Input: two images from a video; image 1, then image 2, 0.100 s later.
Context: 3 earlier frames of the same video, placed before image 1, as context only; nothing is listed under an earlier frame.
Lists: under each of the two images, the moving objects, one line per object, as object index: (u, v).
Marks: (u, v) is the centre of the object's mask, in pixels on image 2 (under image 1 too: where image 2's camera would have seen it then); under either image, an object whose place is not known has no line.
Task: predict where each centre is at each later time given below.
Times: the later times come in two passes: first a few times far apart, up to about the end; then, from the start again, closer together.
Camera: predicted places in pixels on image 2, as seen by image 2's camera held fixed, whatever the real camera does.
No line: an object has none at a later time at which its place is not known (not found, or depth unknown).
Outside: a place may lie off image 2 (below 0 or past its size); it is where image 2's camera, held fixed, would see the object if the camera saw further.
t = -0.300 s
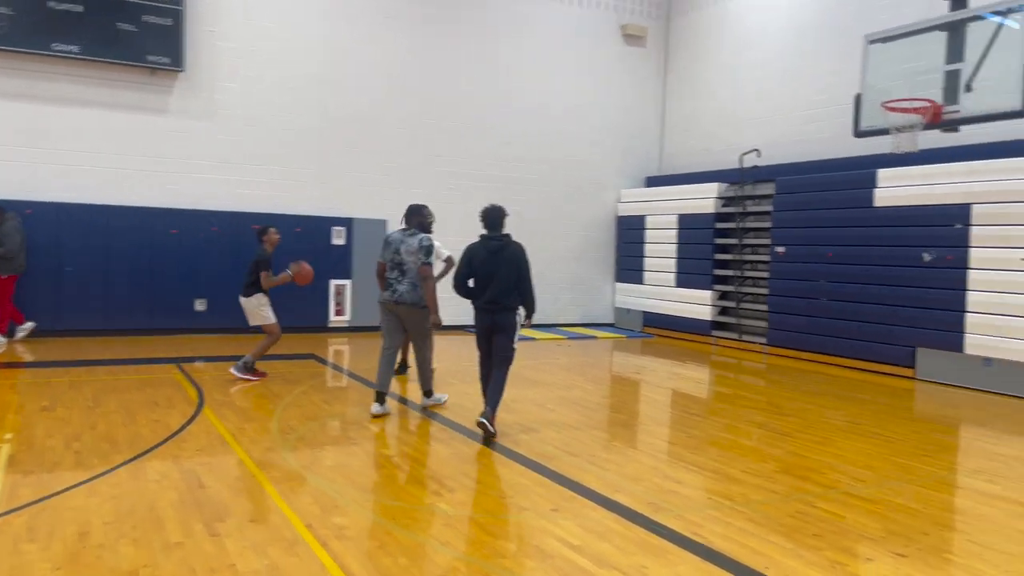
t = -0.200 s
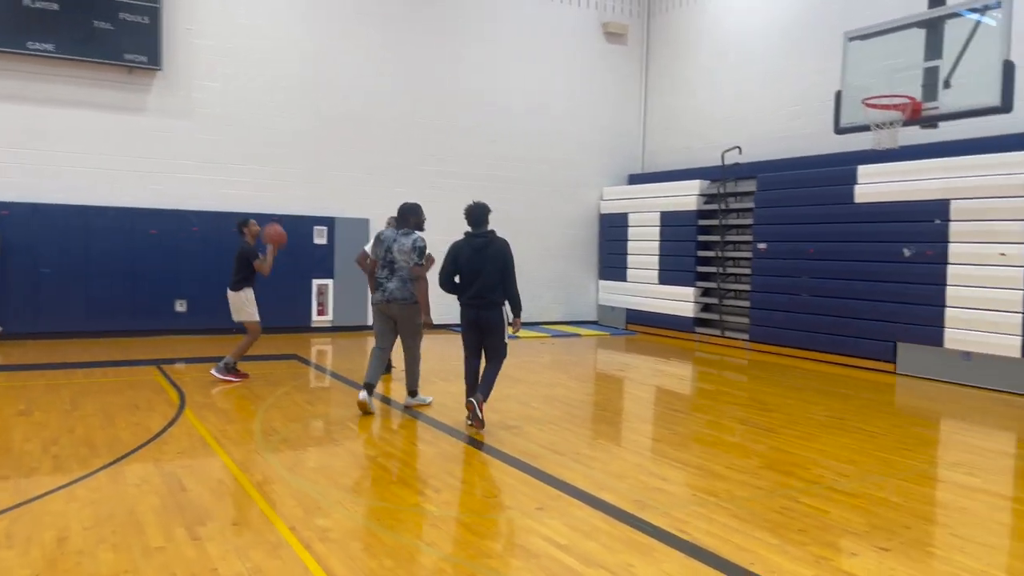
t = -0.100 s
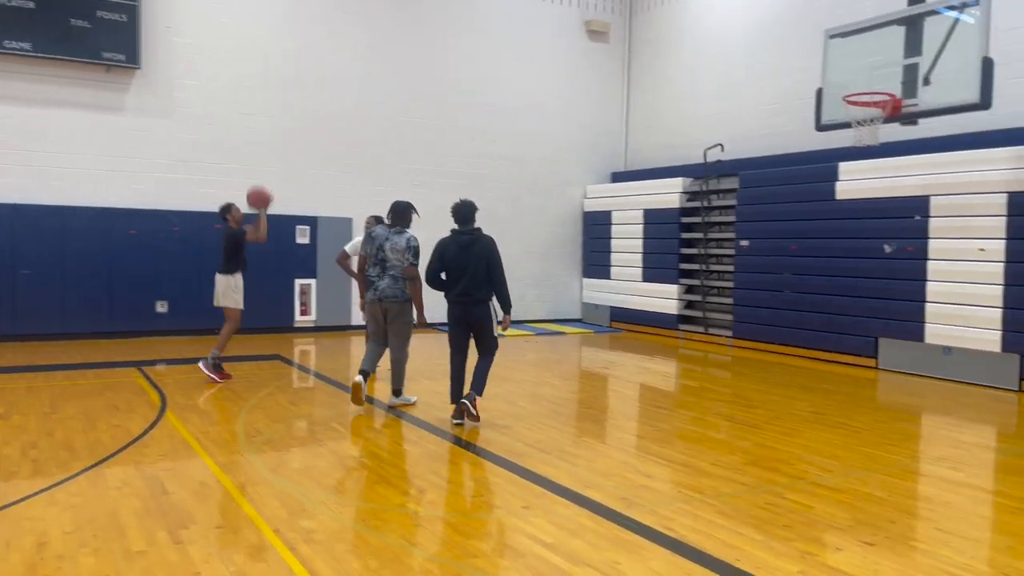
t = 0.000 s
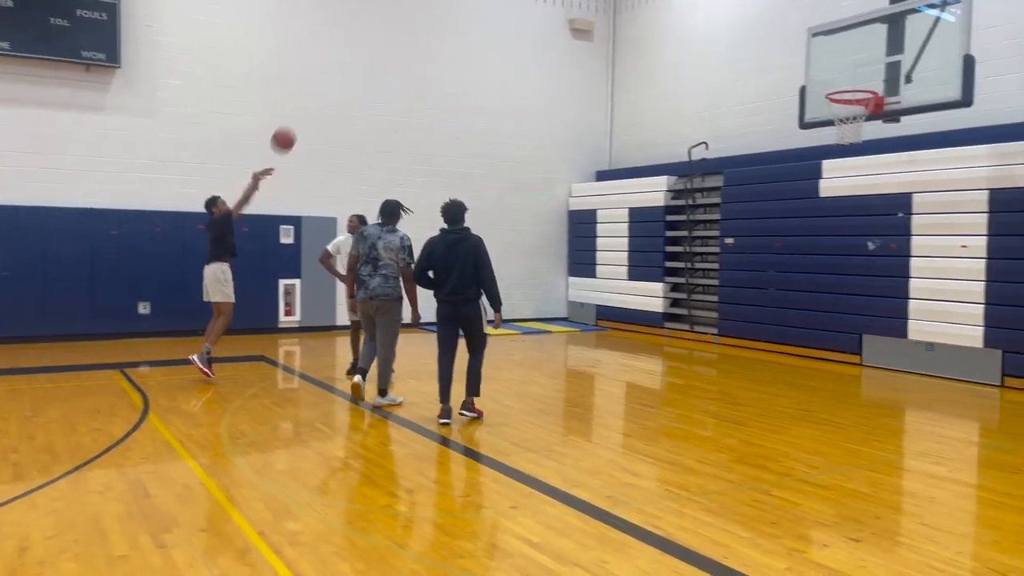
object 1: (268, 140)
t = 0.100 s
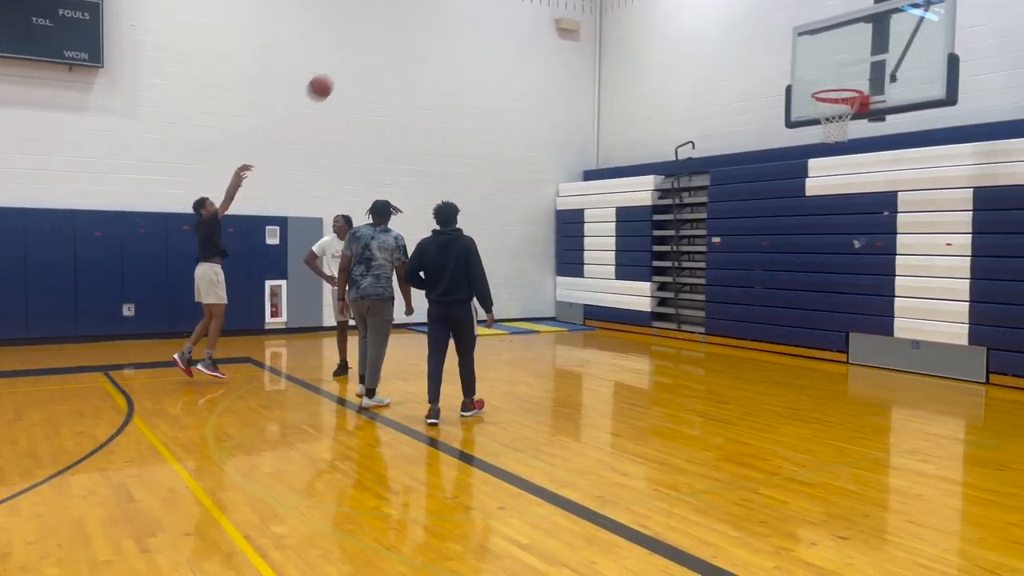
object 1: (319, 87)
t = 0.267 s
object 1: (405, 21)
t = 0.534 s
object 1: (543, -27)
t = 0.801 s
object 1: (679, -15)
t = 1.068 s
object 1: (814, 71)
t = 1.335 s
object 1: (875, 136)
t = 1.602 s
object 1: (893, 222)
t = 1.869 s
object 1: (911, 372)
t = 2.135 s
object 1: (896, 292)
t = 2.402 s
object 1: (875, 247)
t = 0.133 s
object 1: (337, 72)
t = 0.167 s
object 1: (354, 58)
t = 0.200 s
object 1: (371, 44)
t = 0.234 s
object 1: (388, 32)
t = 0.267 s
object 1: (405, 21)
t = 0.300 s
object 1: (423, 11)
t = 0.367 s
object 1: (457, -4)
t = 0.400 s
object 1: (474, -9)
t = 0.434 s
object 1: (491, -14)
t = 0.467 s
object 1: (509, -19)
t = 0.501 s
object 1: (526, -23)
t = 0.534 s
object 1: (543, -27)
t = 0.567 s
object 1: (560, -31)
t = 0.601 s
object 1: (576, -33)
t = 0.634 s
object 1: (593, -33)
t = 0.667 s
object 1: (610, -32)
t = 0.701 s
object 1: (628, -29)
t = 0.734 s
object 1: (645, -25)
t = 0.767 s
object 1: (662, -20)
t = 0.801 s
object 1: (679, -15)
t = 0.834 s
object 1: (696, -7)
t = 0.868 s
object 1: (713, 0)
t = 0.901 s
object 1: (730, 9)
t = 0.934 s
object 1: (747, 20)
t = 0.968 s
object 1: (764, 31)
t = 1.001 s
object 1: (781, 43)
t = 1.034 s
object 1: (798, 57)
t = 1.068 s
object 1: (814, 71)
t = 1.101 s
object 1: (831, 85)
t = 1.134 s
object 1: (852, 105)
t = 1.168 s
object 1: (860, 115)
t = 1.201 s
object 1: (863, 118)
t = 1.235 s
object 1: (867, 121)
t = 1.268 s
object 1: (869, 125)
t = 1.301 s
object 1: (872, 131)
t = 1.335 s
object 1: (875, 136)
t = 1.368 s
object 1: (877, 144)
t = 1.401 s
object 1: (879, 152)
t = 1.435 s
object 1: (882, 161)
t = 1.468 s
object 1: (884, 172)
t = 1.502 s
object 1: (886, 183)
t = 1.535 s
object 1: (888, 196)
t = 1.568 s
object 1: (889, 208)
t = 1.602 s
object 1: (893, 222)
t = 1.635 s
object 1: (896, 238)
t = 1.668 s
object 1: (899, 255)
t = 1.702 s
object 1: (901, 272)
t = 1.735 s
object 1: (903, 290)
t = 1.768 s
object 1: (905, 309)
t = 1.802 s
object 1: (907, 330)
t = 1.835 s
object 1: (909, 351)
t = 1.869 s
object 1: (911, 372)
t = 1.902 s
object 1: (911, 388)
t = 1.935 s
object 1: (912, 371)
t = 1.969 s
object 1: (909, 356)
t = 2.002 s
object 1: (906, 341)
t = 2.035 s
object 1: (904, 326)
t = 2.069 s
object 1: (901, 314)
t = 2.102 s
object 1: (898, 303)
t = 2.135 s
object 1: (896, 292)
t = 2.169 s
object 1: (892, 283)
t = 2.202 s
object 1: (889, 275)
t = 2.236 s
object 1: (887, 267)
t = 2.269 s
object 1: (885, 261)
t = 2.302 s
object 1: (883, 256)
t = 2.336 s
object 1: (881, 252)
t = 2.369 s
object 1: (878, 249)
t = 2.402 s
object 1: (875, 247)
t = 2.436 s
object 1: (872, 246)
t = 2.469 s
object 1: (869, 246)
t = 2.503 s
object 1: (866, 247)
